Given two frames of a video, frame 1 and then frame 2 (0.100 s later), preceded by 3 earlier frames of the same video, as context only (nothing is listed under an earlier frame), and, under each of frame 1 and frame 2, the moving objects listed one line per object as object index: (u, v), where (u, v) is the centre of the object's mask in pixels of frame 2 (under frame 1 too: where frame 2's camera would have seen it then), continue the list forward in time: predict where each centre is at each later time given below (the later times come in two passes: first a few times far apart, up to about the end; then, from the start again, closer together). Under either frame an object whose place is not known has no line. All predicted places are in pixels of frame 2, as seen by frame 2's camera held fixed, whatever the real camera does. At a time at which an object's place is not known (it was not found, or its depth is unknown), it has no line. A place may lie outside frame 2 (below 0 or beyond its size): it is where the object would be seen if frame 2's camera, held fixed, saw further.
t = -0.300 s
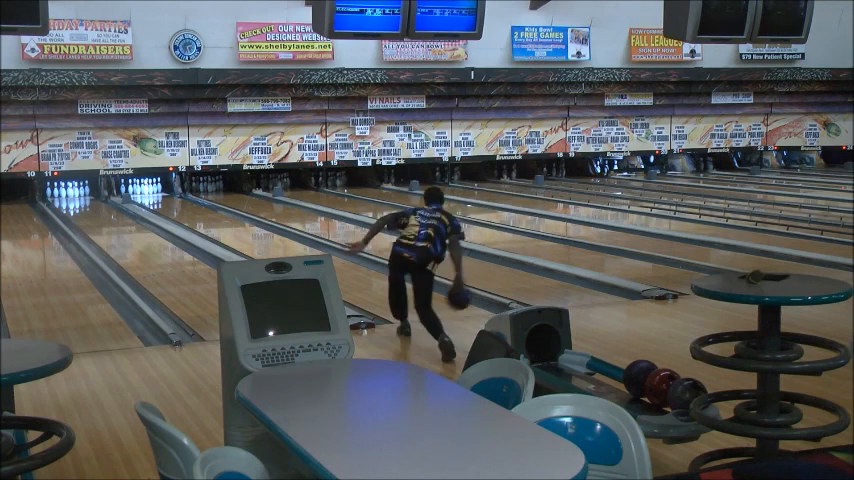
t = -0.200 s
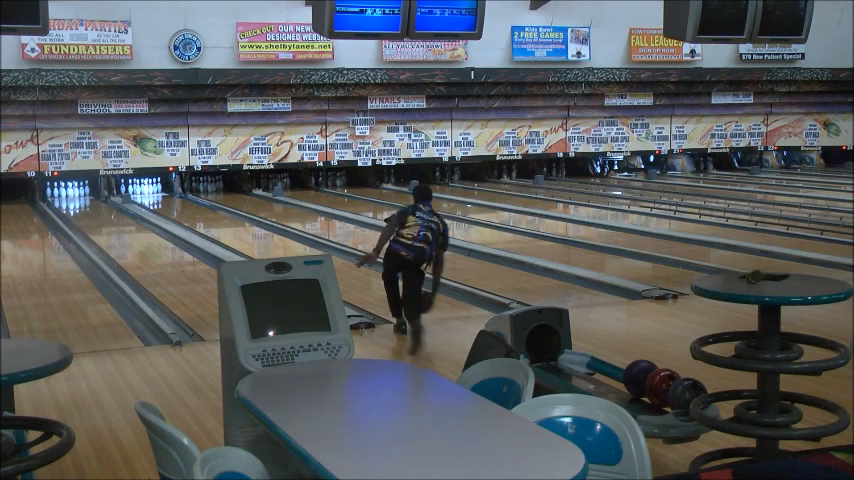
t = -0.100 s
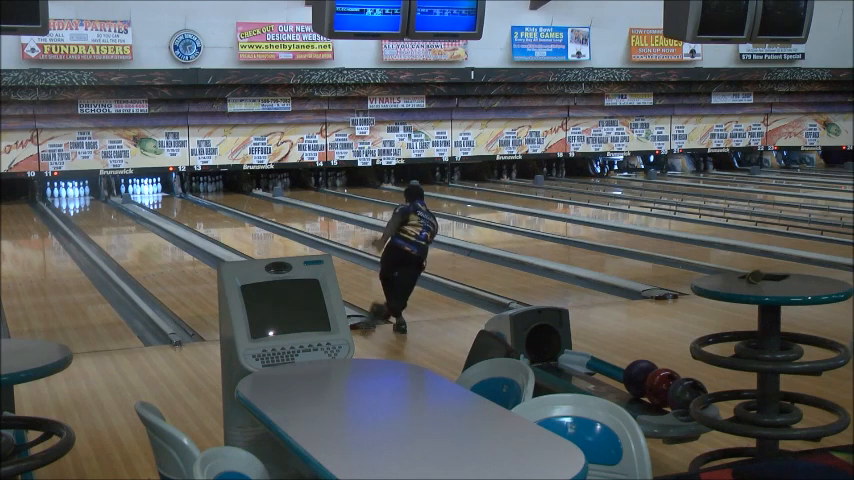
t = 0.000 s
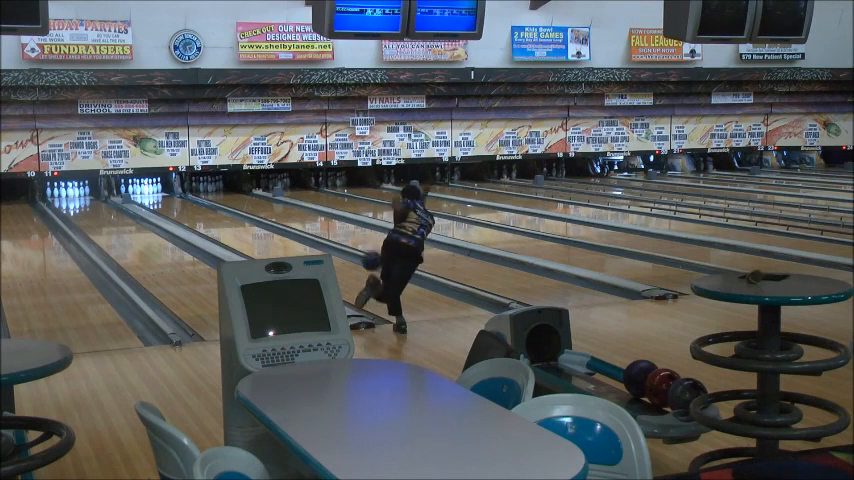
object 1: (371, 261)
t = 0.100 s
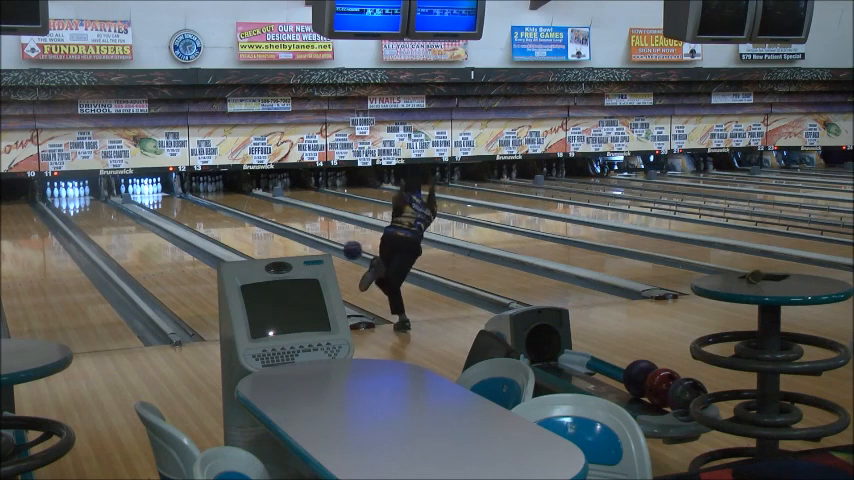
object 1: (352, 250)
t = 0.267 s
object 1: (325, 251)
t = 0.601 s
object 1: (284, 246)
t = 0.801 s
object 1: (264, 235)
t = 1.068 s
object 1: (241, 222)
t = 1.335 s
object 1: (221, 213)
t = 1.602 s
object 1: (203, 205)
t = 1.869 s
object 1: (184, 200)
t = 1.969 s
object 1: (178, 197)
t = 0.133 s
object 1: (346, 249)
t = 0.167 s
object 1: (341, 248)
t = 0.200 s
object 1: (336, 248)
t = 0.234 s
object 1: (331, 249)
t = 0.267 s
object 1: (325, 251)
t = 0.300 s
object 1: (320, 251)
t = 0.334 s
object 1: (316, 252)
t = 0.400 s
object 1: (307, 252)
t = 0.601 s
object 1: (284, 246)
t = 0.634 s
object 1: (280, 244)
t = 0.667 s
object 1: (277, 241)
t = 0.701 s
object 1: (273, 239)
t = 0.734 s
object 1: (270, 238)
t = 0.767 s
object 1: (266, 236)
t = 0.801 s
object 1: (264, 235)
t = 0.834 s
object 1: (260, 233)
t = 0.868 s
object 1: (257, 232)
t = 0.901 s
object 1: (254, 230)
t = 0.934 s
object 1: (252, 228)
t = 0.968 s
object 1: (249, 226)
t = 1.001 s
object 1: (246, 225)
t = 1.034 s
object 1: (244, 224)
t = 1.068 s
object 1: (241, 222)
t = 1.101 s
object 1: (238, 221)
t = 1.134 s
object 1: (236, 220)
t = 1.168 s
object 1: (233, 219)
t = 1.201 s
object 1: (231, 218)
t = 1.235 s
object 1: (228, 217)
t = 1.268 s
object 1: (226, 216)
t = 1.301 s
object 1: (224, 214)
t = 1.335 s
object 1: (221, 213)
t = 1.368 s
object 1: (219, 212)
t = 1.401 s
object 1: (216, 211)
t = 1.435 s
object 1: (214, 210)
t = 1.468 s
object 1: (212, 209)
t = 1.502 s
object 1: (210, 208)
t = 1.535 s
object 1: (207, 207)
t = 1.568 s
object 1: (205, 206)
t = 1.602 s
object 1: (203, 205)
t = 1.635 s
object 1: (201, 204)
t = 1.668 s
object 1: (199, 203)
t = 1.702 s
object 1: (196, 203)
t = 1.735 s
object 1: (194, 202)
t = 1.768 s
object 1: (192, 202)
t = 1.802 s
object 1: (190, 200)
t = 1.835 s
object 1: (187, 200)
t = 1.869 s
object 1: (184, 200)
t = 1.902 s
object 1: (182, 198)
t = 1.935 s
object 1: (180, 197)
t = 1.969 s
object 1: (178, 197)
